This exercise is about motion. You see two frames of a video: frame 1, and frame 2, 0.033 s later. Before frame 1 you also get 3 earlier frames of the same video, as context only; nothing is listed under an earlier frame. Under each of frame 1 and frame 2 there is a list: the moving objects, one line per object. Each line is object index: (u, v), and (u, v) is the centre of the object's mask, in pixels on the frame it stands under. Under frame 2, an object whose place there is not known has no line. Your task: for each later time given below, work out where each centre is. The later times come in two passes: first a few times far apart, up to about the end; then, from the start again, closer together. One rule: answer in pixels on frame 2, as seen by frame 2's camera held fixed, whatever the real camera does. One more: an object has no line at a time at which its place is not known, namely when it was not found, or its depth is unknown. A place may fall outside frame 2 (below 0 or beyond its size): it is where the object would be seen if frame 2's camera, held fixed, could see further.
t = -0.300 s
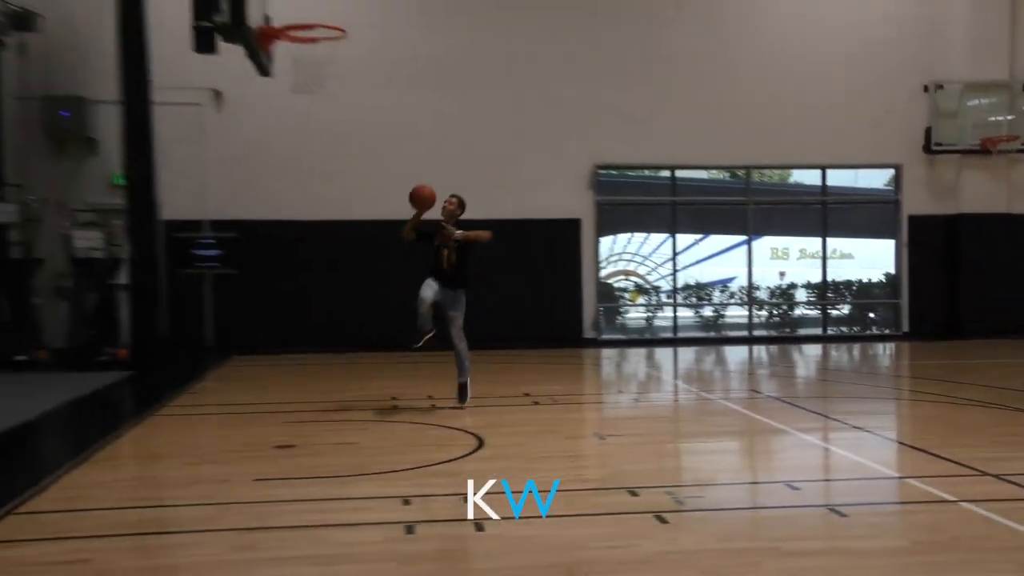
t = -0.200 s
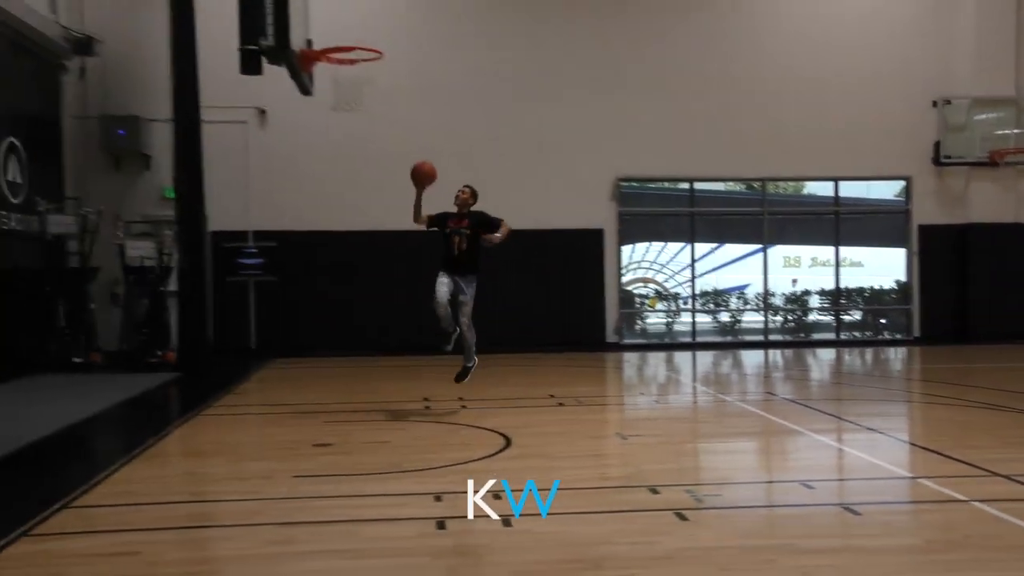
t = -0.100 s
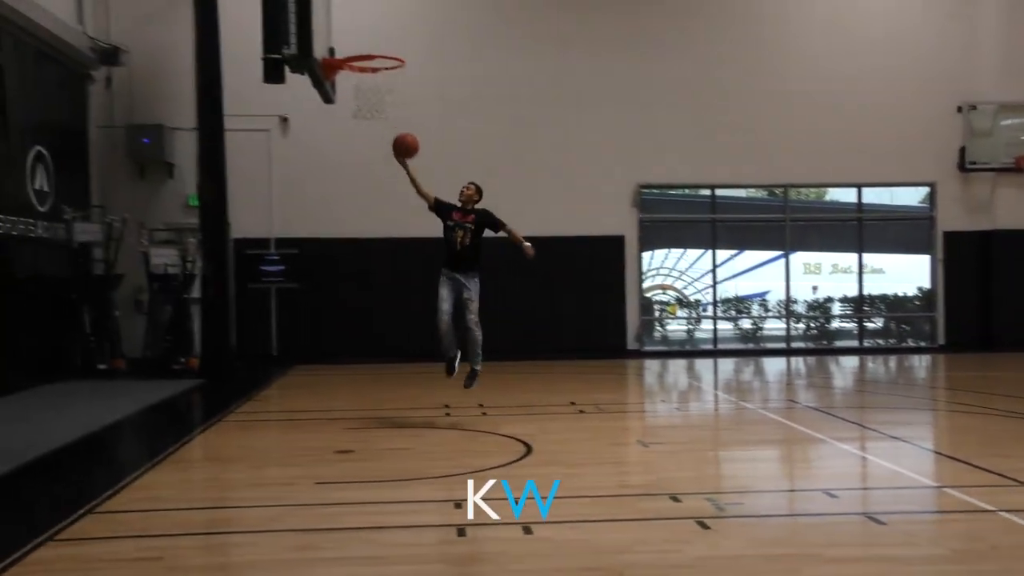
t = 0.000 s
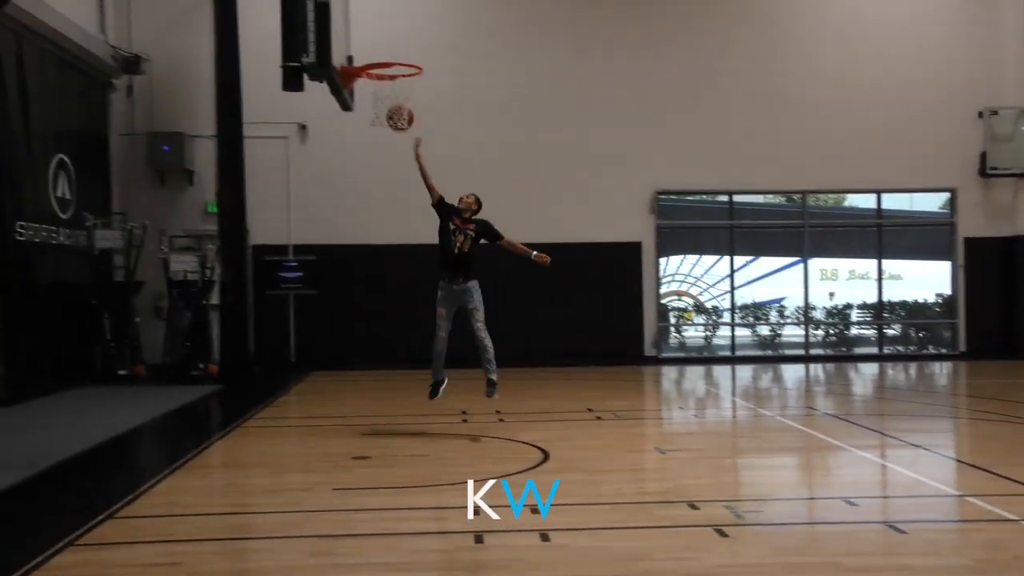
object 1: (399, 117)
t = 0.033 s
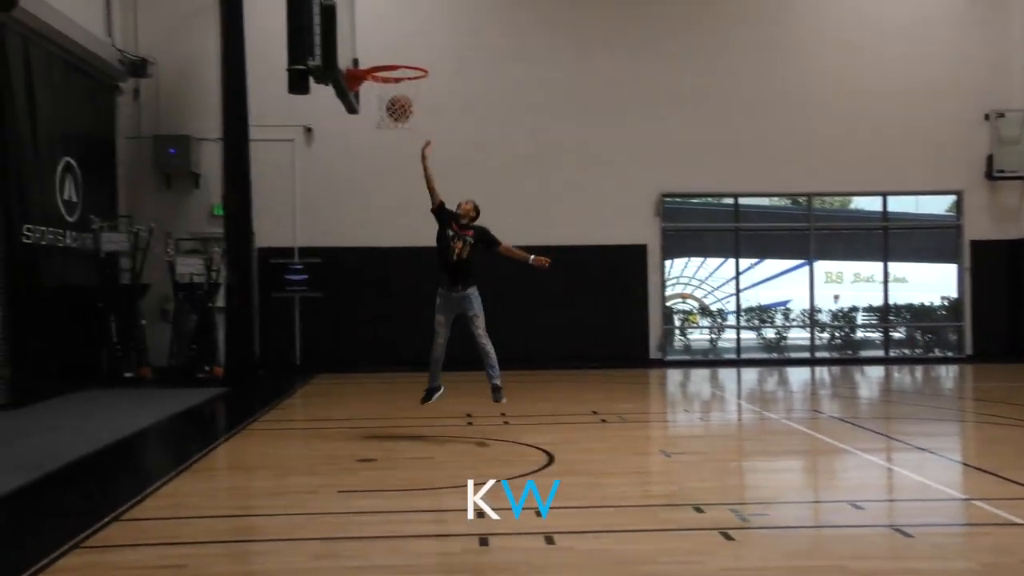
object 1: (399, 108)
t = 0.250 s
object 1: (368, 58)
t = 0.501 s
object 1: (400, 52)
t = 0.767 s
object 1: (403, 79)
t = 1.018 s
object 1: (392, 114)
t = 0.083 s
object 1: (392, 94)
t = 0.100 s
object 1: (389, 92)
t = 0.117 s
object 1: (386, 85)
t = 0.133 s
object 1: (383, 83)
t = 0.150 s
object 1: (381, 78)
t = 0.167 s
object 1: (378, 67)
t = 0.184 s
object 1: (376, 66)
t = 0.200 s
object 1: (372, 64)
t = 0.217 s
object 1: (369, 62)
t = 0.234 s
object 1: (366, 60)
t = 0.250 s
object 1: (368, 58)
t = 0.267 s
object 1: (369, 56)
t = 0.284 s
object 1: (372, 54)
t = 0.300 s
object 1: (374, 52)
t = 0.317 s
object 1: (376, 50)
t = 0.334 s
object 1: (378, 49)
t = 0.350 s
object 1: (380, 48)
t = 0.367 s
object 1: (382, 47)
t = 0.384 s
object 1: (385, 46)
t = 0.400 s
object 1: (387, 46)
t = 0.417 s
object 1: (389, 46)
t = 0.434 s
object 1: (391, 47)
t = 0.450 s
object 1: (393, 47)
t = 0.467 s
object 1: (395, 49)
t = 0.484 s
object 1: (397, 50)
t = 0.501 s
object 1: (400, 52)
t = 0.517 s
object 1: (402, 53)
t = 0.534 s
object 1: (404, 55)
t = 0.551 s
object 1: (407, 59)
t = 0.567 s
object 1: (409, 63)
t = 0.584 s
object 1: (410, 65)
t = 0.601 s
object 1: (409, 64)
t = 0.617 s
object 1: (409, 64)
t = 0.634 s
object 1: (408, 65)
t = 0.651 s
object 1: (408, 65)
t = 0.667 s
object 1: (407, 66)
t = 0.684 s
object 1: (406, 67)
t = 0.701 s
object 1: (406, 69)
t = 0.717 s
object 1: (405, 71)
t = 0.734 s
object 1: (404, 73)
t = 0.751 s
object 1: (404, 76)
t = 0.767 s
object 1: (403, 79)
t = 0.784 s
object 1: (402, 84)
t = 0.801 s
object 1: (401, 87)
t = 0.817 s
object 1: (400, 90)
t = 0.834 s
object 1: (400, 92)
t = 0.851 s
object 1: (399, 95)
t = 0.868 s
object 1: (398, 96)
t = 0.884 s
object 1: (397, 98)
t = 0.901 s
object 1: (397, 100)
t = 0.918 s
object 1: (396, 101)
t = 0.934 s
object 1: (395, 102)
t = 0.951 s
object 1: (395, 104)
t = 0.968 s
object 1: (394, 105)
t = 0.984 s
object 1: (394, 108)
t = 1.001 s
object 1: (393, 111)
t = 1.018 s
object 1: (392, 114)
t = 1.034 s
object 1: (392, 118)
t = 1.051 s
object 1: (392, 121)
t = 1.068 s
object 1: (391, 125)
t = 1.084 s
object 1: (391, 130)
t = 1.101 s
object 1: (391, 135)
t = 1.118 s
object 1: (391, 140)
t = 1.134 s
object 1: (390, 145)
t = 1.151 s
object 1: (390, 151)
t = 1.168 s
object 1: (389, 158)
